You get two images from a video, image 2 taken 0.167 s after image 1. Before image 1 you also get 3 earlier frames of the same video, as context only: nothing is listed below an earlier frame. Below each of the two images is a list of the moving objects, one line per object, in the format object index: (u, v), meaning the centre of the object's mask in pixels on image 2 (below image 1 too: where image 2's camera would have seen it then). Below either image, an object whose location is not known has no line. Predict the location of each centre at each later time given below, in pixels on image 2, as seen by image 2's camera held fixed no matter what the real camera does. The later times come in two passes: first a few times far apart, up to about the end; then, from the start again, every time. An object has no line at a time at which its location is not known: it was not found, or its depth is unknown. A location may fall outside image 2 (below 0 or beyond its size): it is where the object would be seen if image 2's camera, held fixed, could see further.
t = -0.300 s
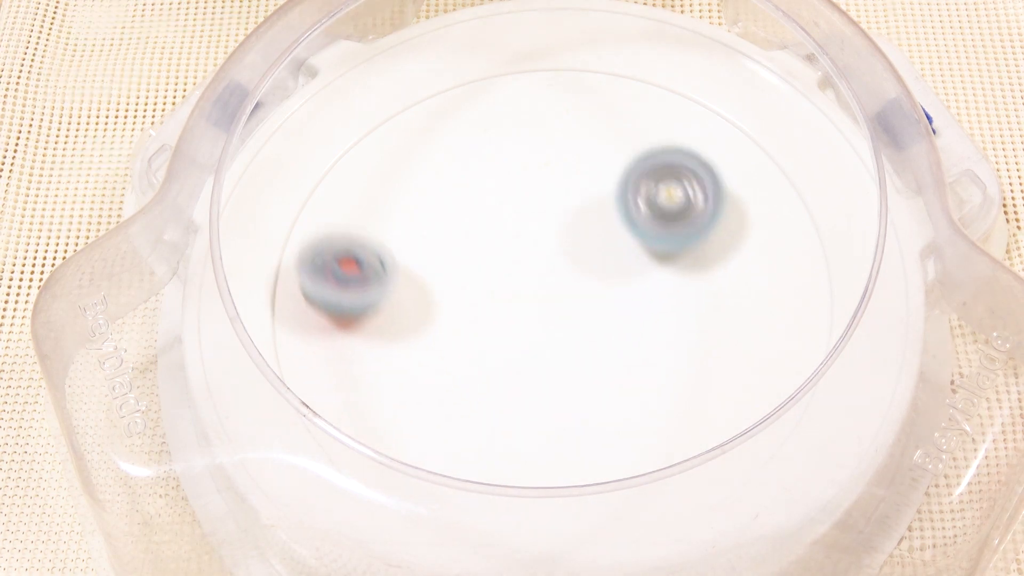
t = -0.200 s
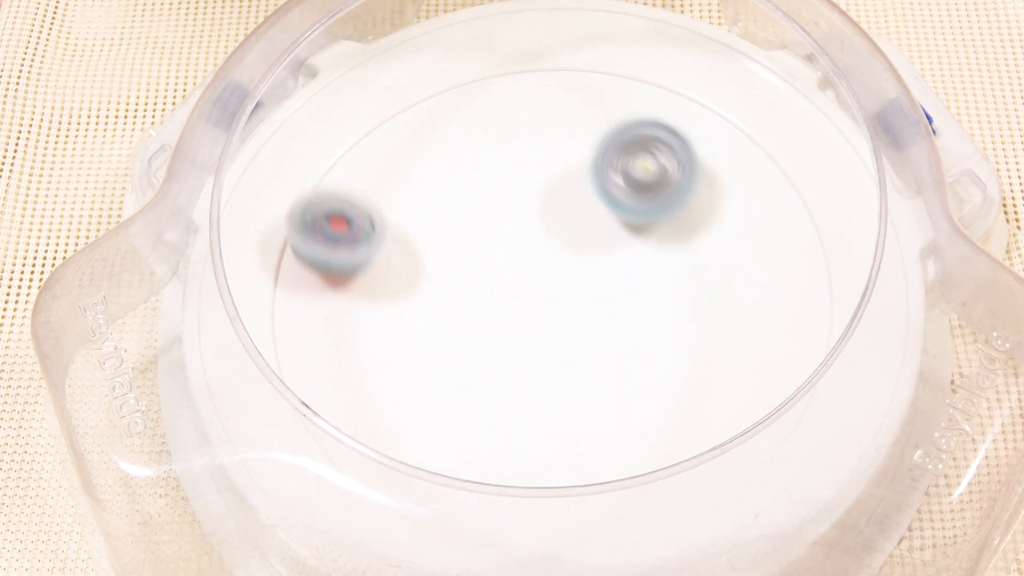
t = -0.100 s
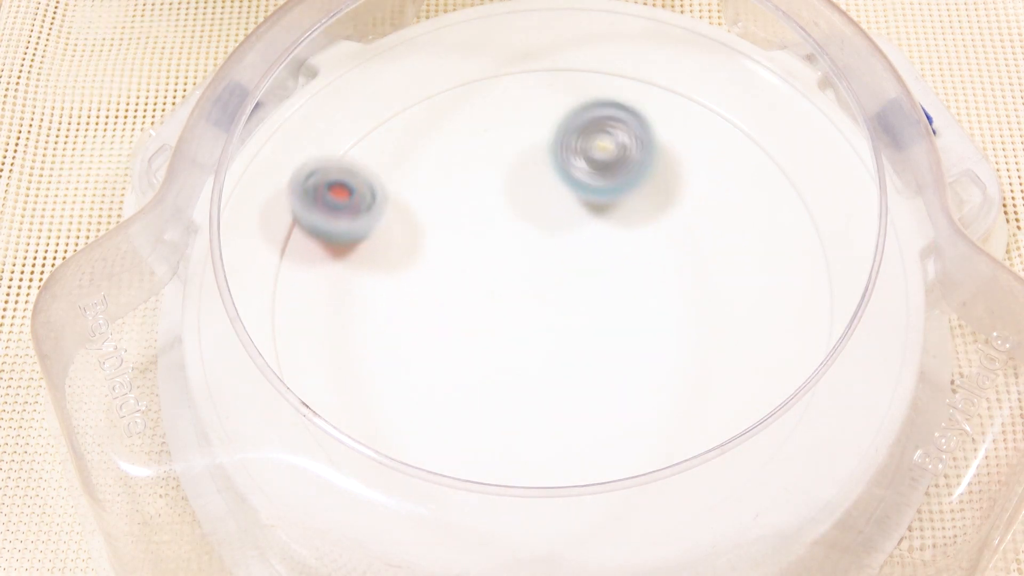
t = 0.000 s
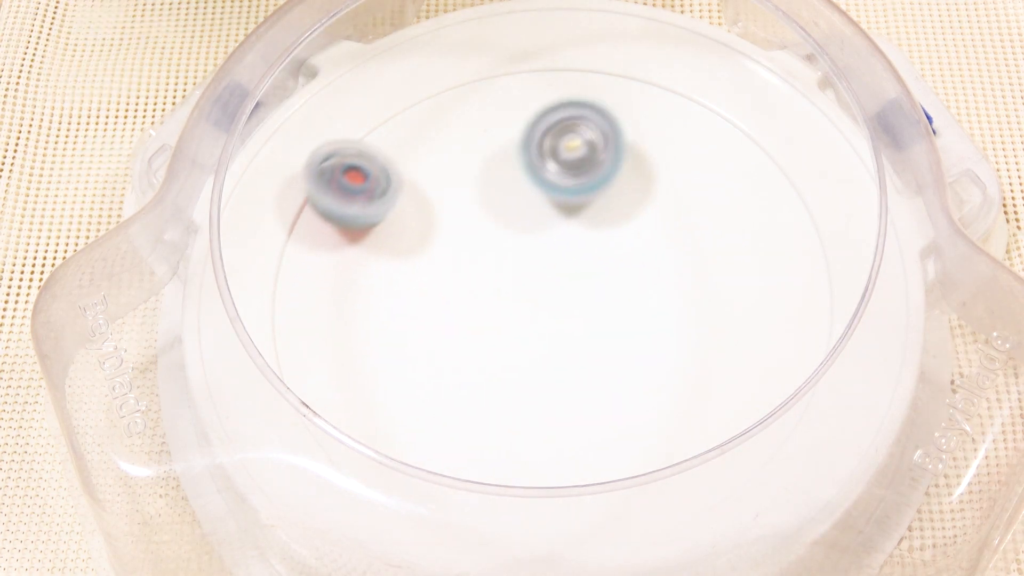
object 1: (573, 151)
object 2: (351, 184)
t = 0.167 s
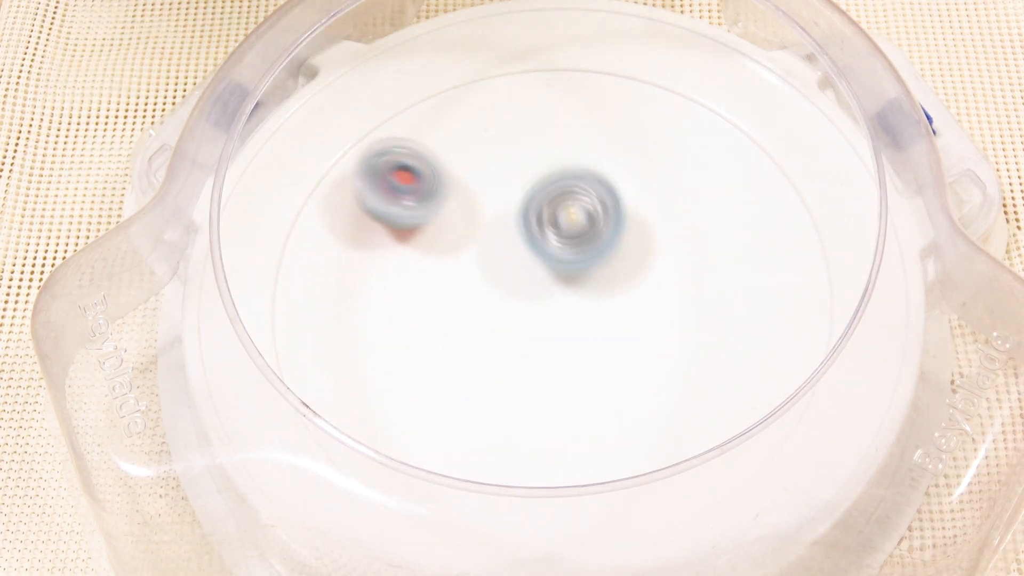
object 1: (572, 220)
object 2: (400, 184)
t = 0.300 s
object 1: (605, 284)
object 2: (454, 194)
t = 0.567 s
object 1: (619, 299)
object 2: (554, 194)
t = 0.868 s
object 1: (623, 264)
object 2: (585, 157)
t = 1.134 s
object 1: (537, 352)
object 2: (568, 141)
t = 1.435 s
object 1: (585, 416)
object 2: (588, 164)
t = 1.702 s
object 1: (577, 345)
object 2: (667, 159)
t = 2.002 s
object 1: (430, 319)
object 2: (604, 164)
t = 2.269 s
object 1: (450, 379)
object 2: (662, 362)
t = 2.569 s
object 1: (469, 373)
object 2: (720, 261)
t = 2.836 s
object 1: (405, 270)
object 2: (578, 299)
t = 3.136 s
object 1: (355, 287)
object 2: (710, 473)
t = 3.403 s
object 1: (426, 292)
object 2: (648, 317)
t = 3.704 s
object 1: (387, 227)
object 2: (537, 384)
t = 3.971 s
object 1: (439, 252)
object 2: (636, 335)
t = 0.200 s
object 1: (578, 238)
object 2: (412, 186)
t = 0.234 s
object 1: (586, 255)
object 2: (426, 189)
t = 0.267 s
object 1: (596, 271)
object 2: (440, 192)
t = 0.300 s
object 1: (605, 284)
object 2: (454, 194)
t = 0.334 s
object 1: (612, 296)
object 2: (468, 197)
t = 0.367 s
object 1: (615, 305)
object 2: (482, 198)
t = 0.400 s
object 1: (616, 311)
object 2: (495, 199)
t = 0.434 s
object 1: (616, 313)
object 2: (508, 200)
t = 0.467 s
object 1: (615, 313)
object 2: (521, 200)
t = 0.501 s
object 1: (615, 309)
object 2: (532, 199)
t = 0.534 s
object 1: (616, 305)
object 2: (545, 197)
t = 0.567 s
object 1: (619, 299)
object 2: (554, 194)
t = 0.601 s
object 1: (623, 293)
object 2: (562, 192)
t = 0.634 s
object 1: (628, 285)
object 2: (569, 189)
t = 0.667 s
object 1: (632, 278)
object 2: (575, 184)
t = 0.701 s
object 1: (635, 271)
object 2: (580, 180)
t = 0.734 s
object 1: (637, 266)
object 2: (582, 175)
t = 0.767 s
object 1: (637, 262)
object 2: (585, 170)
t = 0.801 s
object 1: (634, 261)
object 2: (586, 166)
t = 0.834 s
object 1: (629, 261)
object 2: (586, 162)
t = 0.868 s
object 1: (623, 264)
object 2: (585, 157)
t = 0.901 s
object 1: (615, 268)
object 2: (584, 153)
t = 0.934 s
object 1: (604, 274)
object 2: (582, 150)
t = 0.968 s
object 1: (592, 283)
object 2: (580, 147)
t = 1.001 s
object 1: (578, 294)
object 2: (578, 144)
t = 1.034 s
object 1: (565, 308)
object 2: (575, 142)
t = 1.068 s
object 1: (554, 323)
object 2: (573, 141)
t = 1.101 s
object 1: (544, 338)
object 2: (571, 141)
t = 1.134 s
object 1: (537, 352)
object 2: (568, 141)
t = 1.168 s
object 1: (533, 367)
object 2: (566, 143)
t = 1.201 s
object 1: (531, 381)
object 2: (565, 145)
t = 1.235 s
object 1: (532, 393)
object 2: (565, 148)
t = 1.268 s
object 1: (535, 402)
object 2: (565, 151)
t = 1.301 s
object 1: (541, 409)
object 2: (567, 154)
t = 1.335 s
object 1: (550, 411)
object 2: (570, 157)
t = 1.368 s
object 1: (560, 414)
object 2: (574, 160)
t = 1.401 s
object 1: (572, 415)
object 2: (581, 162)
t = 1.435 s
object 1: (585, 416)
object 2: (588, 164)
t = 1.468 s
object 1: (598, 414)
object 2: (597, 165)
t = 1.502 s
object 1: (610, 409)
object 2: (608, 167)
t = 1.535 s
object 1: (617, 403)
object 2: (618, 167)
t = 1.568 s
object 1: (620, 396)
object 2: (629, 167)
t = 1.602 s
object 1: (616, 387)
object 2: (639, 166)
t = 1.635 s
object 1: (607, 372)
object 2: (649, 164)
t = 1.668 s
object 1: (595, 359)
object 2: (658, 162)
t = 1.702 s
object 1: (577, 345)
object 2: (667, 159)
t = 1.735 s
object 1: (559, 333)
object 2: (673, 154)
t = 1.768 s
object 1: (538, 322)
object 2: (679, 149)
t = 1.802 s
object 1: (517, 316)
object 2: (681, 144)
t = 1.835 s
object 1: (497, 309)
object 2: (681, 138)
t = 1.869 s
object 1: (479, 307)
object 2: (676, 134)
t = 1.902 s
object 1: (462, 306)
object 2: (664, 131)
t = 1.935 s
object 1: (448, 308)
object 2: (645, 134)
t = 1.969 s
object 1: (437, 312)
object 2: (623, 146)
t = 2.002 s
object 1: (430, 319)
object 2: (604, 164)
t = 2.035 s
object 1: (426, 327)
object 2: (585, 188)
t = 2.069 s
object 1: (426, 337)
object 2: (572, 212)
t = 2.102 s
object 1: (433, 347)
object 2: (563, 243)
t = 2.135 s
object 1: (445, 354)
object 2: (559, 272)
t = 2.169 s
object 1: (459, 359)
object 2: (562, 302)
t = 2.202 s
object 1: (461, 366)
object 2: (581, 327)
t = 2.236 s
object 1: (454, 374)
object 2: (620, 347)
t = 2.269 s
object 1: (450, 379)
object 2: (662, 362)
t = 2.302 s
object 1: (449, 383)
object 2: (701, 371)
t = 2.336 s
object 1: (451, 387)
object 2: (743, 372)
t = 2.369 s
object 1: (452, 391)
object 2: (775, 363)
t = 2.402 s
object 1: (454, 393)
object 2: (805, 357)
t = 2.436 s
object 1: (457, 393)
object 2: (791, 334)
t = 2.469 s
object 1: (462, 392)
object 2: (780, 319)
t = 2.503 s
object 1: (466, 389)
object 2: (763, 298)
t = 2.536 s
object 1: (468, 383)
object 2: (740, 277)
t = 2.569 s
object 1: (469, 373)
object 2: (720, 261)
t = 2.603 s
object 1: (469, 360)
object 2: (698, 248)
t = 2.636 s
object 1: (469, 347)
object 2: (676, 241)
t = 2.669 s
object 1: (470, 335)
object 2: (652, 238)
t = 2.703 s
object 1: (469, 324)
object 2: (625, 240)
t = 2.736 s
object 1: (467, 310)
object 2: (598, 249)
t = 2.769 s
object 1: (463, 298)
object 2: (572, 264)
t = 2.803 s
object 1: (439, 283)
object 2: (571, 279)
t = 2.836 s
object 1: (405, 270)
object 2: (578, 299)
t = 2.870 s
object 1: (382, 258)
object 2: (580, 324)
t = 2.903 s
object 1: (368, 250)
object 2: (584, 350)
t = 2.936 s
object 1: (357, 248)
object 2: (591, 380)
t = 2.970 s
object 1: (351, 249)
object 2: (604, 407)
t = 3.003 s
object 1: (346, 253)
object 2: (623, 429)
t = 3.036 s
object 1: (345, 261)
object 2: (637, 440)
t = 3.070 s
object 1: (346, 269)
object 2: (665, 468)
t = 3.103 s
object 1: (350, 278)
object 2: (690, 479)
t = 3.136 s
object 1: (355, 287)
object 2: (710, 473)
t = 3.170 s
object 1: (361, 295)
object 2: (722, 455)
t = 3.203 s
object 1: (368, 301)
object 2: (731, 430)
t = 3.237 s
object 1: (377, 306)
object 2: (731, 399)
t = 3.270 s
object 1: (386, 307)
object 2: (733, 384)
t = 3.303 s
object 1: (396, 307)
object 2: (728, 369)
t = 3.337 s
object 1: (406, 303)
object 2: (705, 346)
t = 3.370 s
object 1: (417, 298)
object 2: (681, 331)
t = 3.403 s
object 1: (426, 292)
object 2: (648, 317)
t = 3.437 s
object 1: (434, 285)
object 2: (607, 302)
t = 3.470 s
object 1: (441, 278)
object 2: (566, 294)
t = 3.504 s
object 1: (429, 266)
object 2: (551, 294)
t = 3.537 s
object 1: (404, 249)
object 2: (550, 303)
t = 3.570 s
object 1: (390, 238)
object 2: (546, 314)
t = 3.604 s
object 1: (383, 231)
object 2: (540, 327)
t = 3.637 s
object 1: (381, 227)
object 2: (534, 345)
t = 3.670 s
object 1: (383, 226)
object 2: (533, 364)
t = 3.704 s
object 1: (387, 227)
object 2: (537, 384)
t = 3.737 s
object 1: (393, 230)
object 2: (547, 400)
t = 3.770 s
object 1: (400, 235)
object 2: (564, 411)
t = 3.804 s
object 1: (407, 239)
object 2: (584, 417)
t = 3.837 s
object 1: (414, 245)
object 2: (606, 413)
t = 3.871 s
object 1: (420, 249)
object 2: (624, 401)
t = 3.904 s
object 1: (425, 253)
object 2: (636, 382)
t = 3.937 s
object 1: (431, 254)
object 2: (640, 360)
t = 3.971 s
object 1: (439, 252)
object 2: (636, 335)
